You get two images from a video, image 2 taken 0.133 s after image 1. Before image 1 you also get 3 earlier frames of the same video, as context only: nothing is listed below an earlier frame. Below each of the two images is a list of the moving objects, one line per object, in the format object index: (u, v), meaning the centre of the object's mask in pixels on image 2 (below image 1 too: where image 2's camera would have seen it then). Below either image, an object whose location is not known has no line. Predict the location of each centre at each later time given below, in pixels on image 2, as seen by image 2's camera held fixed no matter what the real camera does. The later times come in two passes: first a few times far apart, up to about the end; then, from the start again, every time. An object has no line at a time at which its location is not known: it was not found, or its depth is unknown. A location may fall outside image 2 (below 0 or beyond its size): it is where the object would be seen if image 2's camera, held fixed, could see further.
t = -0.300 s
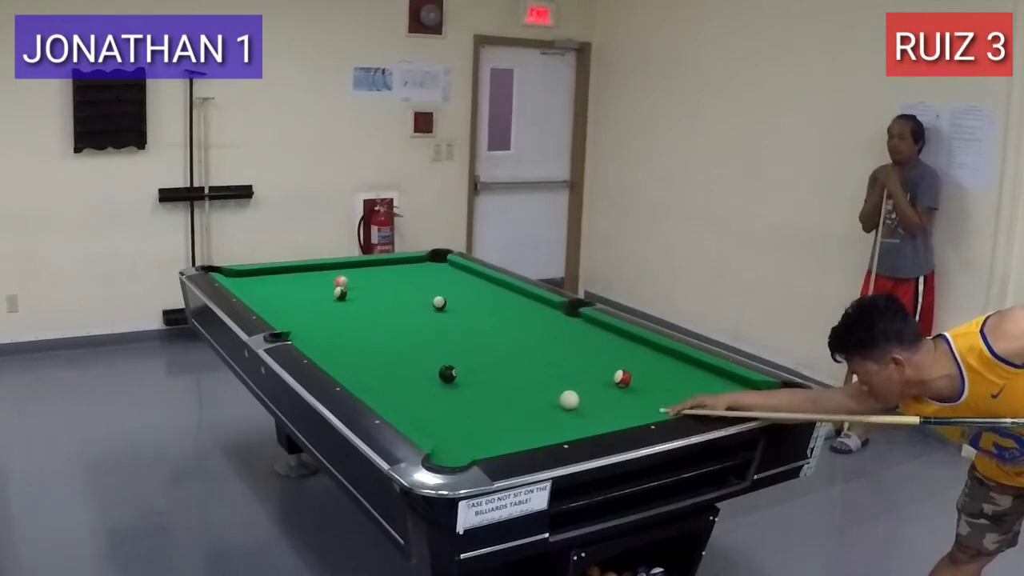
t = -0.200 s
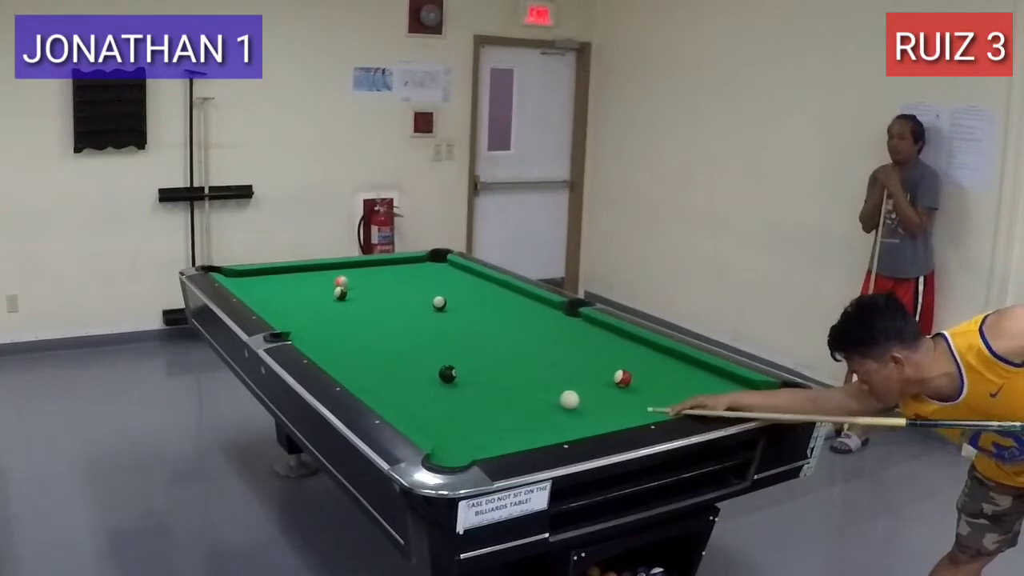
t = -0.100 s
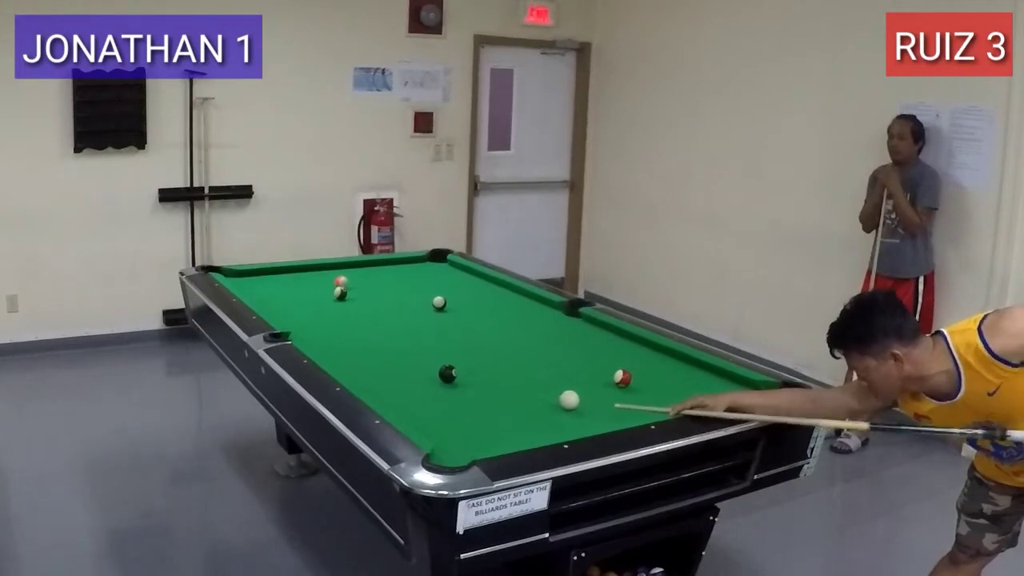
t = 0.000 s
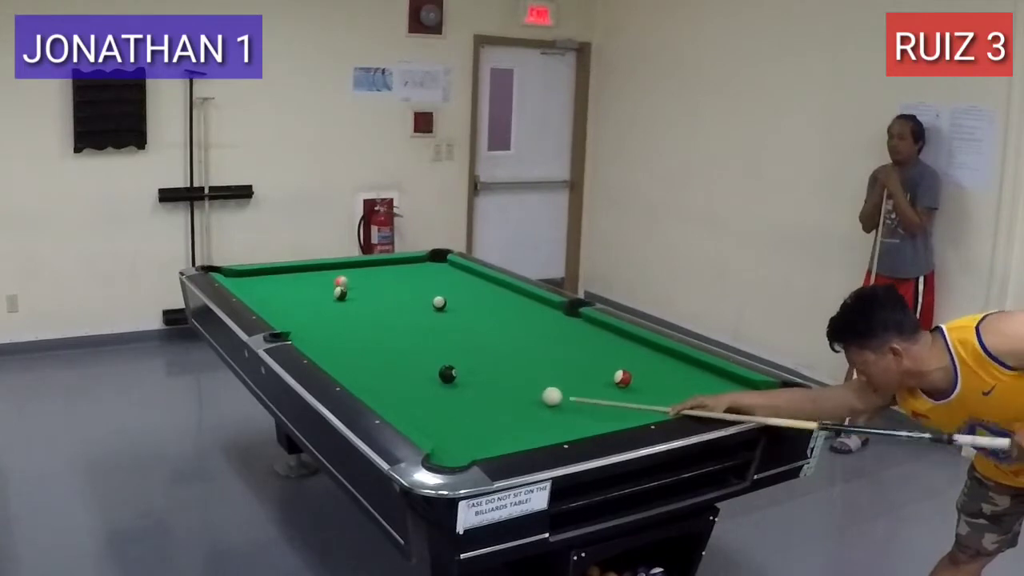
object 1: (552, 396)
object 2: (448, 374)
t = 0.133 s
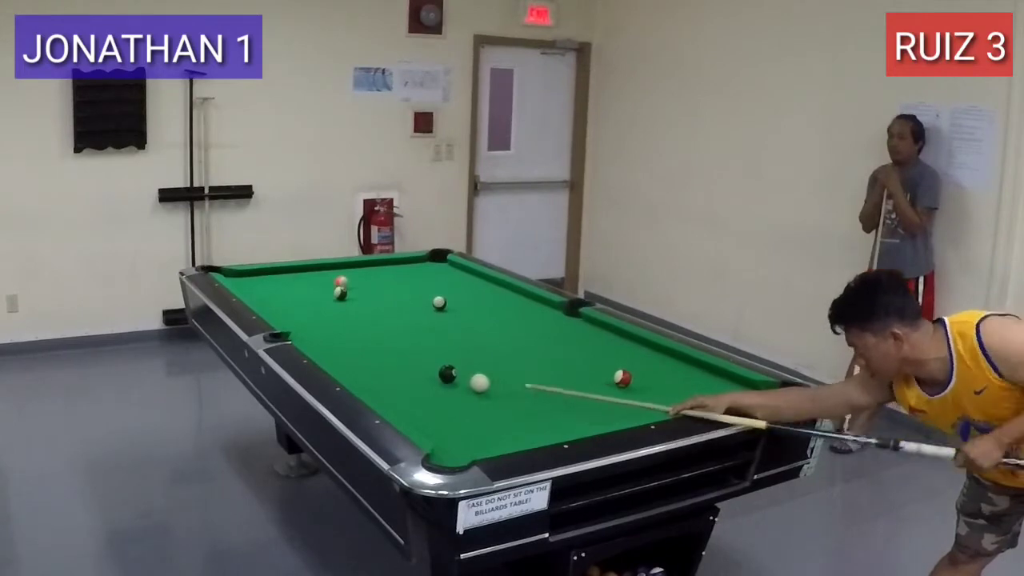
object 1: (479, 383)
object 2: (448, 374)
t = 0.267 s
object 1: (438, 381)
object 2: (432, 365)
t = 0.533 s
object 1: (368, 380)
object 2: (398, 348)
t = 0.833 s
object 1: (385, 373)
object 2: (366, 331)
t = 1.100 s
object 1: (407, 366)
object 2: (342, 319)
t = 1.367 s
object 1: (426, 359)
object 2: (321, 308)
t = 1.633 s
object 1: (443, 354)
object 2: (303, 298)
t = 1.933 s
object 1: (459, 348)
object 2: (286, 289)
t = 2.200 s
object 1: (471, 345)
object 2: (273, 282)
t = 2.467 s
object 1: (481, 341)
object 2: (262, 275)
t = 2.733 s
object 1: (489, 339)
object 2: (256, 273)
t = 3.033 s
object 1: (496, 336)
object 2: (258, 276)
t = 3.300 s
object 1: (500, 335)
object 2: (261, 278)
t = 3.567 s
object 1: (503, 334)
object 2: (263, 281)
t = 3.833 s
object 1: (505, 334)
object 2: (263, 283)
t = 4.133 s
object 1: (505, 334)
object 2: (263, 284)
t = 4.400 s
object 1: (505, 334)
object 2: (263, 285)
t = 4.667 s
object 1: (504, 334)
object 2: (263, 286)
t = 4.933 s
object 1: (504, 334)
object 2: (263, 286)
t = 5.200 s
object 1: (504, 334)
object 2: (263, 286)
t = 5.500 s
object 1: (504, 334)
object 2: (263, 286)
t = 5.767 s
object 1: (504, 334)
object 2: (263, 286)
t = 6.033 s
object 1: (504, 334)
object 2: (263, 286)
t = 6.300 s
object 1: (504, 334)
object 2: (263, 286)
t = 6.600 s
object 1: (504, 334)
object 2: (263, 286)
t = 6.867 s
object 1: (504, 334)
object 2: (263, 286)
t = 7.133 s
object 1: (504, 334)
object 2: (263, 286)
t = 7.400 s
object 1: (504, 334)
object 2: (263, 286)
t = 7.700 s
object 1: (504, 334)
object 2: (263, 286)
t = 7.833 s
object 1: (504, 334)
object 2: (263, 286)
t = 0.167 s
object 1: (465, 380)
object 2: (447, 374)
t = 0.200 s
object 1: (454, 379)
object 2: (443, 371)
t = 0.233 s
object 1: (446, 380)
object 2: (437, 368)
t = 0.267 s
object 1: (438, 381)
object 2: (432, 365)
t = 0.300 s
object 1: (429, 381)
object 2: (427, 363)
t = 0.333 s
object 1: (420, 381)
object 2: (423, 361)
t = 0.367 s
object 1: (411, 381)
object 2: (418, 359)
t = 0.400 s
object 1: (402, 381)
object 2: (414, 357)
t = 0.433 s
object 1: (393, 381)
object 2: (410, 355)
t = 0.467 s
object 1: (385, 381)
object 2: (406, 352)
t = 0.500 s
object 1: (376, 381)
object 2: (402, 351)
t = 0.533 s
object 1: (368, 380)
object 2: (398, 348)
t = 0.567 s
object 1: (360, 379)
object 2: (394, 346)
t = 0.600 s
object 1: (364, 379)
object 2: (390, 344)
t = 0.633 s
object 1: (367, 378)
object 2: (387, 342)
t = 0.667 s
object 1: (370, 377)
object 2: (383, 341)
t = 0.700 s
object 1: (373, 377)
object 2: (380, 339)
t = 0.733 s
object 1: (376, 375)
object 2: (376, 337)
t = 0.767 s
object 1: (379, 375)
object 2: (372, 335)
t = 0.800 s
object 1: (382, 374)
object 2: (369, 333)
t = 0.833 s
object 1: (385, 373)
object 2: (366, 331)
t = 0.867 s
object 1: (388, 372)
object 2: (363, 330)
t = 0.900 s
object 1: (391, 371)
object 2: (360, 328)
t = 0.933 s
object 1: (394, 370)
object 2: (356, 327)
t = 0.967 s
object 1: (397, 369)
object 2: (353, 325)
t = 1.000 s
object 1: (400, 368)
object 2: (350, 324)
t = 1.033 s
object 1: (403, 367)
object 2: (347, 322)
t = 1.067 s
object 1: (405, 367)
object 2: (345, 321)
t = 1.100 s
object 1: (407, 366)
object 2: (342, 319)
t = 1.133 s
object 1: (410, 365)
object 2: (339, 317)
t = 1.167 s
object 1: (413, 364)
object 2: (336, 316)
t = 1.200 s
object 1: (415, 363)
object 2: (333, 315)
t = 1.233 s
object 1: (417, 362)
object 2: (330, 313)
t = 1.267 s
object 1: (420, 361)
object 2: (328, 312)
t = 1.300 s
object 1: (422, 361)
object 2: (326, 310)
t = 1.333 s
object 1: (424, 360)
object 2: (323, 309)
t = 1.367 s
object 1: (426, 359)
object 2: (321, 308)
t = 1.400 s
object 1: (429, 359)
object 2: (319, 307)
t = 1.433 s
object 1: (431, 358)
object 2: (316, 305)
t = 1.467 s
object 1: (433, 357)
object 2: (314, 304)
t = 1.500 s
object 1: (435, 356)
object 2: (312, 303)
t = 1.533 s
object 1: (437, 356)
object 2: (310, 301)
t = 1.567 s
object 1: (439, 355)
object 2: (307, 300)
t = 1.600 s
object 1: (441, 354)
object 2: (306, 299)
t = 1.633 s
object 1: (443, 354)
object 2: (303, 298)
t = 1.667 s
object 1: (445, 353)
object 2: (301, 297)
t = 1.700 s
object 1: (447, 352)
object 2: (299, 296)
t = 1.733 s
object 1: (449, 352)
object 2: (297, 295)
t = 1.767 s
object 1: (451, 351)
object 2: (295, 294)
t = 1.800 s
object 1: (452, 351)
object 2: (293, 292)
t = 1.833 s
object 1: (454, 350)
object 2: (292, 292)
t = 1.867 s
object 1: (456, 349)
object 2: (290, 291)
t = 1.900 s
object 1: (458, 349)
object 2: (288, 290)
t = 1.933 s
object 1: (459, 348)
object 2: (286, 289)
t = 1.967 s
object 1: (461, 348)
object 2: (284, 288)
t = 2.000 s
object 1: (463, 348)
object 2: (283, 287)
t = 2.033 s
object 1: (464, 347)
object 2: (281, 286)
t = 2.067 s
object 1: (466, 346)
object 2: (279, 285)
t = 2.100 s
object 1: (467, 346)
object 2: (278, 284)
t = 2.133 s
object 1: (469, 346)
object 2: (276, 283)
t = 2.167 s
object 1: (470, 345)
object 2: (274, 282)
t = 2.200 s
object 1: (471, 345)
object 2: (273, 282)
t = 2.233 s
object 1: (473, 344)
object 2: (272, 281)
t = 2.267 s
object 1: (474, 344)
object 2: (270, 280)
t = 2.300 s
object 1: (475, 343)
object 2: (268, 279)
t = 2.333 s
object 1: (477, 343)
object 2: (267, 278)
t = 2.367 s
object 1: (478, 342)
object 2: (266, 278)
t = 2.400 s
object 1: (479, 342)
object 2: (264, 277)
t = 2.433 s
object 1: (480, 342)
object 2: (263, 276)
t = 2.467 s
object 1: (481, 341)
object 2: (262, 275)
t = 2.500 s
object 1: (482, 341)
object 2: (260, 275)
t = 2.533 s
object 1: (483, 341)
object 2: (259, 275)
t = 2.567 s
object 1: (485, 340)
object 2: (257, 274)
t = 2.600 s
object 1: (485, 340)
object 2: (256, 273)
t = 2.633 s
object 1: (486, 340)
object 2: (255, 272)
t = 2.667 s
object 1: (488, 339)
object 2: (255, 273)
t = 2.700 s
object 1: (489, 339)
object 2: (255, 273)
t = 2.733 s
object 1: (489, 339)
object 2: (256, 273)
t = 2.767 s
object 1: (490, 338)
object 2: (256, 274)
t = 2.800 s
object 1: (491, 338)
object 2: (256, 274)
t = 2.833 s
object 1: (492, 338)
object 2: (257, 275)
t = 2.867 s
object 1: (492, 338)
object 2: (257, 275)
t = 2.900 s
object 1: (493, 338)
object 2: (257, 275)
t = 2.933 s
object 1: (494, 337)
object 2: (258, 275)
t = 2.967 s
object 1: (495, 337)
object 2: (258, 276)
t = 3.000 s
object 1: (495, 337)
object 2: (258, 276)
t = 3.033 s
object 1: (496, 336)
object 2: (258, 276)
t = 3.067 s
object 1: (497, 336)
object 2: (258, 276)
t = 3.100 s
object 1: (497, 336)
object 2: (259, 277)
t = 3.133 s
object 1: (498, 336)
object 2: (259, 277)
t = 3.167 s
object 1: (498, 336)
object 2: (259, 277)
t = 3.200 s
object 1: (499, 335)
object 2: (260, 277)
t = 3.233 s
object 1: (499, 335)
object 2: (260, 278)
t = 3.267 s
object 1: (500, 335)
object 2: (260, 278)
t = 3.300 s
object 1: (500, 335)
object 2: (261, 278)
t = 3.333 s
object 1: (500, 335)
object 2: (261, 279)
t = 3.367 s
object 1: (501, 335)
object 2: (261, 279)
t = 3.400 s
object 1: (501, 335)
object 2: (261, 279)
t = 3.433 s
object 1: (502, 335)
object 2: (262, 280)
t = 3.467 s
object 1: (502, 335)
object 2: (262, 280)
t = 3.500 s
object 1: (502, 334)
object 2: (262, 281)
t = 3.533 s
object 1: (503, 334)
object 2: (263, 281)
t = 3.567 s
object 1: (503, 334)
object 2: (263, 281)
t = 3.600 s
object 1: (503, 334)
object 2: (263, 281)
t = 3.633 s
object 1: (504, 334)
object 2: (263, 282)
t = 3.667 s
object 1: (504, 334)
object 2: (263, 282)
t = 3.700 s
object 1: (504, 334)
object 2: (263, 282)
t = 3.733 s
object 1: (504, 334)
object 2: (263, 282)
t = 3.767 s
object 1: (505, 334)
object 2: (263, 282)
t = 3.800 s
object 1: (505, 334)
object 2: (263, 282)
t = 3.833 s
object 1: (505, 334)
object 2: (263, 283)
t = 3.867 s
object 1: (505, 334)
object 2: (263, 283)
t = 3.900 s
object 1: (505, 334)
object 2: (263, 283)
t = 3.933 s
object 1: (505, 334)
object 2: (263, 283)
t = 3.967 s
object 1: (505, 334)
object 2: (263, 283)
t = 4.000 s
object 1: (505, 334)
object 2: (263, 284)
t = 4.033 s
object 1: (505, 334)
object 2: (263, 284)
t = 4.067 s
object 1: (505, 334)
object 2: (263, 284)
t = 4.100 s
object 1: (505, 334)
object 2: (263, 284)
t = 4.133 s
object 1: (505, 334)
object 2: (263, 284)
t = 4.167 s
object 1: (505, 334)
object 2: (263, 284)
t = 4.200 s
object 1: (505, 334)
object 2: (263, 284)
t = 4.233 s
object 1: (505, 334)
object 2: (263, 284)
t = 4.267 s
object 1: (505, 334)
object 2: (263, 285)
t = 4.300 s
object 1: (505, 334)
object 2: (263, 285)
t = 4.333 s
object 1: (505, 334)
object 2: (263, 285)
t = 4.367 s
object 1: (505, 334)
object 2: (263, 285)
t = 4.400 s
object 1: (505, 334)
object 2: (263, 285)
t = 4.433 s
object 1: (505, 334)
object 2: (263, 286)
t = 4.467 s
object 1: (505, 334)
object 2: (263, 286)
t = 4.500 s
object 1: (505, 334)
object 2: (263, 286)
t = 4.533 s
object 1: (505, 334)
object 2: (263, 286)
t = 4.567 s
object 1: (505, 334)
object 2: (263, 286)
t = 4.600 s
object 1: (505, 334)
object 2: (263, 286)
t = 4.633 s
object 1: (505, 334)
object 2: (263, 286)
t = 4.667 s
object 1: (504, 334)
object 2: (263, 286)
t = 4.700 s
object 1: (505, 334)
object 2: (263, 286)
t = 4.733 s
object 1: (505, 334)
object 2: (263, 286)
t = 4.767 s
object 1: (504, 334)
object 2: (263, 286)
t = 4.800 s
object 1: (505, 334)
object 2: (263, 286)
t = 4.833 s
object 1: (504, 334)
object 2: (263, 286)
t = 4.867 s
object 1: (505, 334)
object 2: (263, 286)
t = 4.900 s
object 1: (505, 334)
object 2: (263, 286)
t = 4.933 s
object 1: (504, 334)
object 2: (263, 286)
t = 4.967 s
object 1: (504, 334)
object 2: (263, 286)
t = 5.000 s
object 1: (504, 334)
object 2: (263, 286)
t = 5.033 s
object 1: (504, 334)
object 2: (263, 286)
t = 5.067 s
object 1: (504, 334)
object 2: (263, 286)
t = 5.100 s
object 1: (504, 334)
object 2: (263, 286)
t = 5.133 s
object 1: (504, 334)
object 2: (263, 286)
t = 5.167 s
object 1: (504, 334)
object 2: (263, 286)
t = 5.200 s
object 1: (504, 334)
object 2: (263, 286)
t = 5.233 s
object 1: (504, 334)
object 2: (263, 286)
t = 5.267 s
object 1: (504, 334)
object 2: (263, 286)
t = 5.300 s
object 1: (504, 334)
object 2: (263, 286)
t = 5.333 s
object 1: (504, 334)
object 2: (263, 286)
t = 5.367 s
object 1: (504, 334)
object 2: (263, 286)
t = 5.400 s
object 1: (504, 334)
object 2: (263, 286)
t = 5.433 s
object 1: (505, 334)
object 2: (263, 286)
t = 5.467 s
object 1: (504, 334)
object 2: (263, 286)
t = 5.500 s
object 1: (504, 334)
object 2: (263, 286)
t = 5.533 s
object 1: (504, 334)
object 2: (263, 286)
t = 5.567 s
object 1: (504, 334)
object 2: (263, 286)
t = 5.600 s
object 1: (504, 334)
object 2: (263, 286)
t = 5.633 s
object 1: (504, 334)
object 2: (263, 286)
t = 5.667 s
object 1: (504, 334)
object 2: (263, 286)
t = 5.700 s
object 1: (504, 334)
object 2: (263, 286)
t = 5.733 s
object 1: (504, 334)
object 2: (263, 286)
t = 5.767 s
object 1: (504, 334)
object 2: (263, 286)
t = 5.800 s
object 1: (504, 334)
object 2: (263, 286)
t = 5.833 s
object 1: (504, 334)
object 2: (263, 286)
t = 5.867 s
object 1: (504, 334)
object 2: (263, 286)
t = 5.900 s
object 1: (504, 334)
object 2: (263, 286)
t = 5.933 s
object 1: (504, 334)
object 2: (263, 286)
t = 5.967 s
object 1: (504, 334)
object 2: (263, 286)
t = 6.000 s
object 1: (504, 334)
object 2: (263, 286)
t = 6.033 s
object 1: (504, 334)
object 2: (263, 286)
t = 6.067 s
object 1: (504, 334)
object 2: (263, 286)
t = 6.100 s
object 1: (504, 334)
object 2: (263, 286)
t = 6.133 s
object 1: (504, 334)
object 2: (263, 286)
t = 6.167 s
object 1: (504, 334)
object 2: (263, 286)
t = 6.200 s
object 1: (504, 334)
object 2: (263, 286)
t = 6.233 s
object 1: (504, 334)
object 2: (263, 286)
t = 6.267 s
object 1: (504, 334)
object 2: (263, 286)
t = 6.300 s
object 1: (504, 334)
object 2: (263, 286)
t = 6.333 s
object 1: (504, 334)
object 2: (263, 286)
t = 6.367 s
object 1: (504, 334)
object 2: (263, 286)
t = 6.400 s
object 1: (504, 334)
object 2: (263, 286)
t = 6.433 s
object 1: (504, 334)
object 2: (263, 286)
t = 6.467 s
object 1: (504, 334)
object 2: (263, 286)
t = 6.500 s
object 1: (504, 334)
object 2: (263, 286)
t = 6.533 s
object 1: (504, 334)
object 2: (263, 286)
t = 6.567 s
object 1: (504, 334)
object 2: (263, 286)
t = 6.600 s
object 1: (504, 334)
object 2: (263, 286)
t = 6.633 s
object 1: (504, 334)
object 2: (263, 286)
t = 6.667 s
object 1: (504, 334)
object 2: (263, 286)
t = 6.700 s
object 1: (504, 334)
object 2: (263, 286)
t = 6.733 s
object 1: (504, 334)
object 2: (263, 286)
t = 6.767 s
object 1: (504, 334)
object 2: (263, 286)
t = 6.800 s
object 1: (504, 334)
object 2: (263, 286)
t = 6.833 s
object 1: (504, 334)
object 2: (263, 286)
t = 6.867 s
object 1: (504, 334)
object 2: (263, 286)
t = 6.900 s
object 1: (504, 334)
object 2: (263, 286)
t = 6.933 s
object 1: (504, 334)
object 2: (263, 286)
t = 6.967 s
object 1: (504, 334)
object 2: (263, 286)
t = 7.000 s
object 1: (504, 334)
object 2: (263, 286)
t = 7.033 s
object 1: (504, 334)
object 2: (263, 286)
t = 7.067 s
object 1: (505, 334)
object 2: (263, 286)
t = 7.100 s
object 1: (504, 334)
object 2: (263, 286)
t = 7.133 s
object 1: (504, 334)
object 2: (263, 286)
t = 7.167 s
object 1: (504, 334)
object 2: (263, 286)
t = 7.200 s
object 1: (504, 334)
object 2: (263, 286)
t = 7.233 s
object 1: (504, 334)
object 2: (263, 286)
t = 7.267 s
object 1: (504, 334)
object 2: (263, 286)
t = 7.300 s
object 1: (505, 334)
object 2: (263, 286)
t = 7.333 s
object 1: (504, 334)
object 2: (263, 286)
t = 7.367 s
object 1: (504, 334)
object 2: (263, 286)
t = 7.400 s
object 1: (504, 334)
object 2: (263, 286)
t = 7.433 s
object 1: (504, 334)
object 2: (263, 286)
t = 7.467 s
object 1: (504, 334)
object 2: (263, 286)
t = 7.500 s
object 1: (504, 334)
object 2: (263, 286)
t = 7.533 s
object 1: (504, 334)
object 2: (263, 286)
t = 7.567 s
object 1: (504, 334)
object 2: (263, 286)
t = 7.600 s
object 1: (504, 334)
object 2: (263, 286)
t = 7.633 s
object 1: (504, 334)
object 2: (263, 286)
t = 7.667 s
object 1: (504, 334)
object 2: (263, 286)
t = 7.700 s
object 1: (504, 334)
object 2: (263, 286)
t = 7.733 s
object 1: (504, 334)
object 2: (263, 286)
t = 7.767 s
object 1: (504, 334)
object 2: (263, 286)
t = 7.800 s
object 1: (504, 334)
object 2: (263, 286)
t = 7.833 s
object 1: (504, 334)
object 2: (263, 286)
